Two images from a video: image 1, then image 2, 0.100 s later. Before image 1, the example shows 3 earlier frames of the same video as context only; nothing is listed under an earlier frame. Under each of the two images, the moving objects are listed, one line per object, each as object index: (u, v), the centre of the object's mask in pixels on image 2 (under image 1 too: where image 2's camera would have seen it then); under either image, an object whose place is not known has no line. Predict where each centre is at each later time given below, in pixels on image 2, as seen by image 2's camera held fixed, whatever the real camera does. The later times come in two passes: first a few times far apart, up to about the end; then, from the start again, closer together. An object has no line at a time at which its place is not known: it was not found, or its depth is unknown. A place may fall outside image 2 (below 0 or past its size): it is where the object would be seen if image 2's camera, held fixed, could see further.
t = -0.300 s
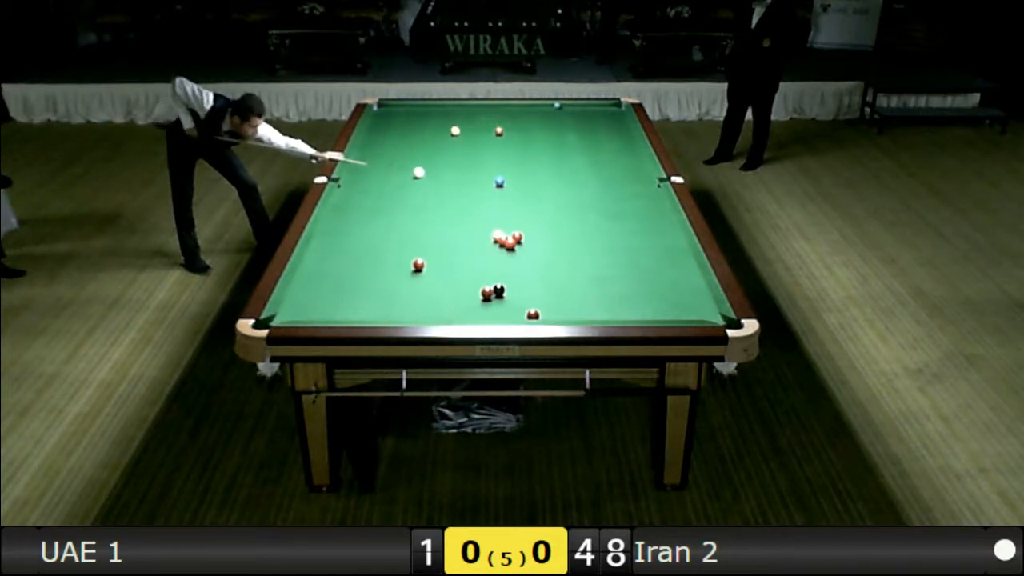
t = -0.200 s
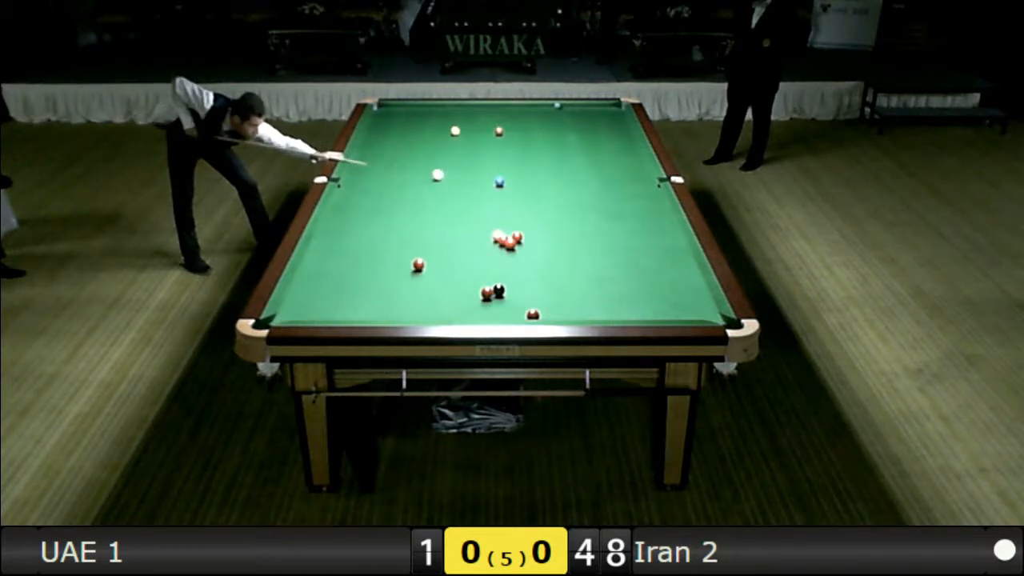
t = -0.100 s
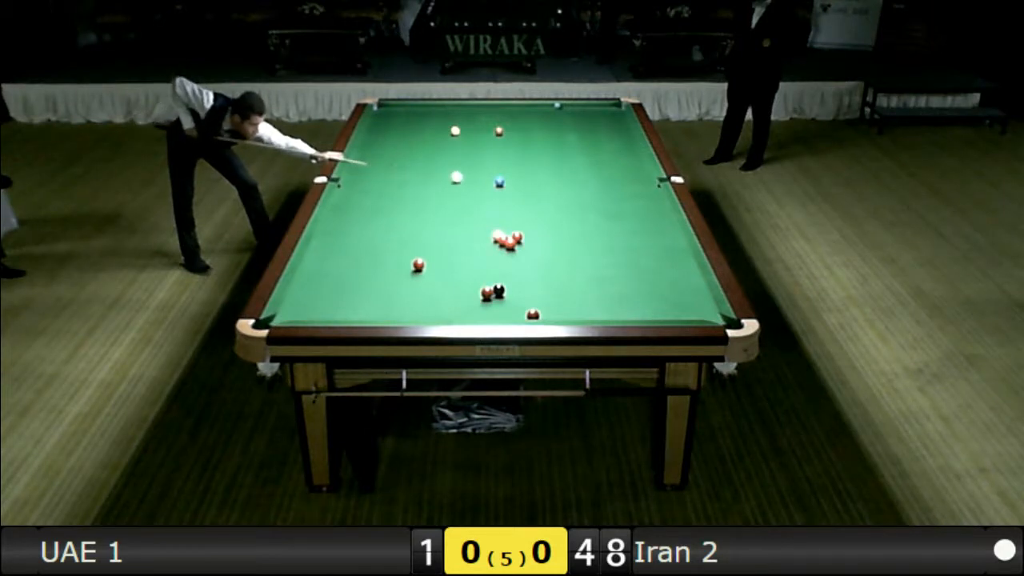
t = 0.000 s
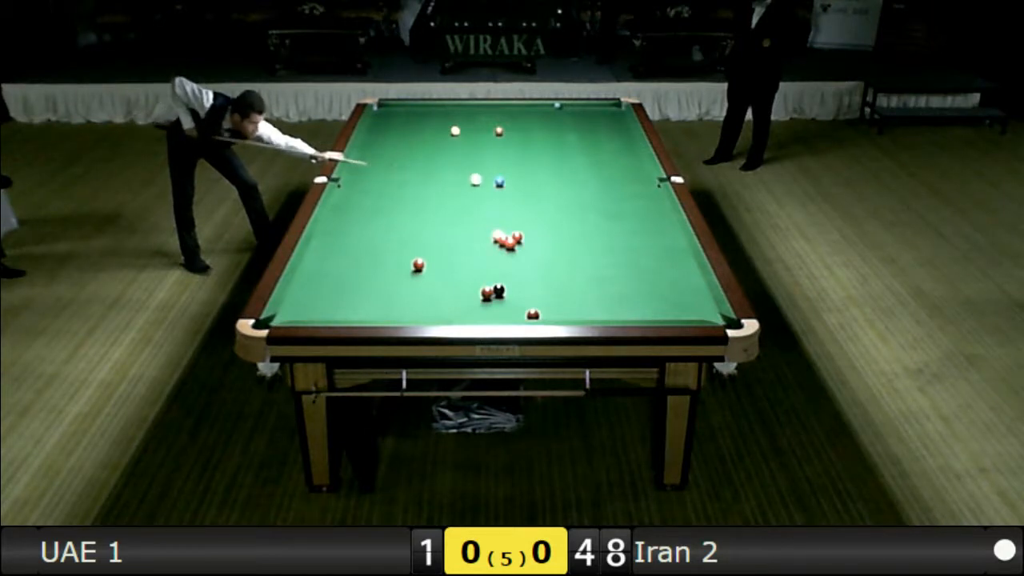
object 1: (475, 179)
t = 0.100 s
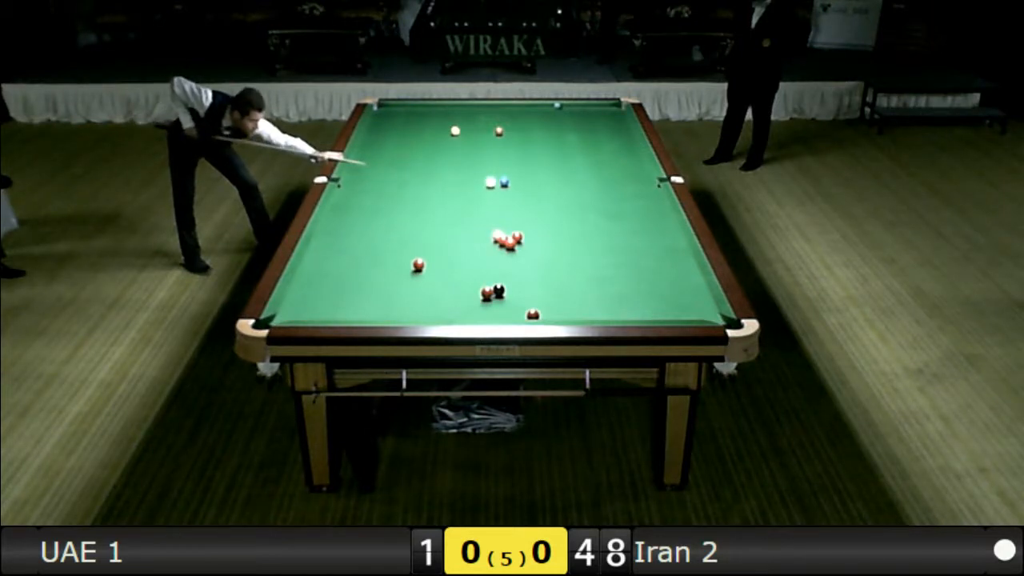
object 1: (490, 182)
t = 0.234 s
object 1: (495, 185)
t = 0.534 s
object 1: (510, 193)
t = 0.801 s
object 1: (524, 200)
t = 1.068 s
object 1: (537, 206)
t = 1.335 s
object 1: (550, 213)
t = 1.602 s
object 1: (563, 220)
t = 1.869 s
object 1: (575, 226)
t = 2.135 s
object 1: (587, 232)
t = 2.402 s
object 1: (599, 238)
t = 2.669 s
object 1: (610, 244)
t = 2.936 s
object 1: (621, 249)
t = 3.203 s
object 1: (631, 255)
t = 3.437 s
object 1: (639, 259)
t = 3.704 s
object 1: (648, 263)
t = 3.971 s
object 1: (656, 268)
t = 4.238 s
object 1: (663, 271)
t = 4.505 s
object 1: (670, 275)
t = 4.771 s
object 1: (676, 278)
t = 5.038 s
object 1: (681, 280)
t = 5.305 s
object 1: (685, 283)
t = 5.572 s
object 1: (688, 284)
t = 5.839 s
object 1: (690, 285)
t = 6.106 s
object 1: (692, 286)
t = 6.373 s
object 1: (693, 287)
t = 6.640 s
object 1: (693, 287)
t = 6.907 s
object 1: (693, 287)
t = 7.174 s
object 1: (693, 287)
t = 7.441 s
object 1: (694, 287)
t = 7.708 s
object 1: (694, 288)
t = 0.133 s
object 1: (491, 183)
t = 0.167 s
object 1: (492, 184)
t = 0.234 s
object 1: (495, 185)
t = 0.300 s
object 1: (499, 187)
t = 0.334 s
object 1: (500, 188)
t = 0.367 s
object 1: (502, 189)
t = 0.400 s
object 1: (504, 189)
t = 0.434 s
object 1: (505, 190)
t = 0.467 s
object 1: (507, 191)
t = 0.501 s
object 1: (509, 192)
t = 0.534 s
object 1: (510, 193)
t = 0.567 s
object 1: (512, 194)
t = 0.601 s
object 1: (513, 195)
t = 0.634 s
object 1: (515, 196)
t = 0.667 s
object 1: (517, 196)
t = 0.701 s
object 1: (519, 197)
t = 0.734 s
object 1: (520, 198)
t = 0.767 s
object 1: (522, 199)
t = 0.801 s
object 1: (524, 200)
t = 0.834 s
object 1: (526, 201)
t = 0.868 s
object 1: (527, 201)
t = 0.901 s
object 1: (529, 202)
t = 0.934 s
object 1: (531, 203)
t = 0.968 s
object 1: (532, 204)
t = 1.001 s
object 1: (534, 205)
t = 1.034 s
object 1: (535, 206)
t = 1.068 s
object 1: (537, 206)
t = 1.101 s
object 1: (539, 207)
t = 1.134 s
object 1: (540, 208)
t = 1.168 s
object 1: (542, 209)
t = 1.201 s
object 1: (544, 210)
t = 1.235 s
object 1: (545, 211)
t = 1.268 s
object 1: (547, 212)
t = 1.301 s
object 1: (548, 212)
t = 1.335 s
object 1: (550, 213)
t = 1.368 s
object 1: (552, 214)
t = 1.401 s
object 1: (553, 215)
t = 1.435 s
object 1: (555, 216)
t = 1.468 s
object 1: (557, 216)
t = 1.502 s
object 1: (558, 217)
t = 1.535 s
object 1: (560, 218)
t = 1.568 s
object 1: (561, 219)
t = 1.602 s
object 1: (563, 220)
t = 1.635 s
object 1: (565, 221)
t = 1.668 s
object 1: (566, 221)
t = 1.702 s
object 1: (568, 222)
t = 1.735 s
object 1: (569, 223)
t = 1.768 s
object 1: (571, 223)
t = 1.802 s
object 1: (572, 224)
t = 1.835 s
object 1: (574, 225)
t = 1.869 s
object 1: (575, 226)
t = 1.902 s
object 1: (577, 227)
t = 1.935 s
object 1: (578, 227)
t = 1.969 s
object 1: (580, 228)
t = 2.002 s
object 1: (581, 229)
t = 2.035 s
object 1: (583, 230)
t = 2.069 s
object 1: (585, 231)
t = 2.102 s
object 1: (586, 231)
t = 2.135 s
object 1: (587, 232)
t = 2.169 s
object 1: (589, 233)
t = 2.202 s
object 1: (590, 234)
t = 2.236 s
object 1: (592, 235)
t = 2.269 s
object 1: (593, 235)
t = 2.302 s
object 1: (595, 236)
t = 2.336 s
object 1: (596, 237)
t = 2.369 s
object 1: (597, 237)
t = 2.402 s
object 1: (599, 238)
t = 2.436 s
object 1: (601, 239)
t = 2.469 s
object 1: (602, 240)
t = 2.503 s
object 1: (603, 241)
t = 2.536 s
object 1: (605, 241)
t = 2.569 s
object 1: (606, 242)
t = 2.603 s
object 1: (608, 243)
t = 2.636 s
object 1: (609, 243)
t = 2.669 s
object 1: (610, 244)
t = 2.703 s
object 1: (612, 245)
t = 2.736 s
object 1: (613, 245)
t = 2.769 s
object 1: (614, 246)
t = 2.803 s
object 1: (616, 247)
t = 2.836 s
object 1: (617, 247)
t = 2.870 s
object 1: (618, 248)
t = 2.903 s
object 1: (619, 249)
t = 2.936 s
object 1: (621, 249)
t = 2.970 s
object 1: (622, 250)
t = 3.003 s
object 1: (623, 251)
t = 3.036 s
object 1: (625, 251)
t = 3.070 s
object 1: (626, 252)
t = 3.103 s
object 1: (627, 253)
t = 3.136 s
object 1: (629, 253)
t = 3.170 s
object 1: (630, 254)
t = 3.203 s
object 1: (631, 255)
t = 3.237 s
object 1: (632, 255)
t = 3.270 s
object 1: (633, 256)
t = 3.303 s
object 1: (634, 257)
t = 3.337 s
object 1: (635, 257)
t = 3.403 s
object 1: (638, 258)
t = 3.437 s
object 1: (639, 259)
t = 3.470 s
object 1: (640, 259)
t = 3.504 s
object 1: (641, 260)
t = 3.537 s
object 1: (642, 261)
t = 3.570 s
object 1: (643, 261)
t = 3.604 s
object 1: (645, 262)
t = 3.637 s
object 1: (646, 262)
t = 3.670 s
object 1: (647, 263)
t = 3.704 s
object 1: (648, 263)
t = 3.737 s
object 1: (649, 264)
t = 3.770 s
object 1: (650, 264)
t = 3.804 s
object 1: (651, 265)
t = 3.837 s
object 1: (652, 266)
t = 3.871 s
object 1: (653, 266)
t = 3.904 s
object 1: (654, 267)
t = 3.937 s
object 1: (655, 267)
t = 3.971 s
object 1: (656, 268)
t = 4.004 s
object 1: (657, 268)
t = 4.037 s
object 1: (658, 268)
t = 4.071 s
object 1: (659, 269)
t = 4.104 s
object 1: (660, 269)
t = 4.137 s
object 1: (661, 270)
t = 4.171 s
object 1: (662, 271)
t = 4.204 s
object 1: (662, 271)
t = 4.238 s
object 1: (663, 271)
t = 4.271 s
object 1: (664, 272)
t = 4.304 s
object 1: (665, 273)
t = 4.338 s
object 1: (666, 273)
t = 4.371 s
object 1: (667, 273)
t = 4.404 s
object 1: (668, 274)
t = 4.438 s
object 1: (668, 274)
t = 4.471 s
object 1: (669, 275)
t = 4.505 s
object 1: (670, 275)
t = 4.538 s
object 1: (671, 275)
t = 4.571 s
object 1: (671, 276)
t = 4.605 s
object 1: (672, 276)
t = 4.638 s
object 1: (673, 276)
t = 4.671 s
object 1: (674, 277)
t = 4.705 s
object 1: (674, 277)
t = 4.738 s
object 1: (675, 278)
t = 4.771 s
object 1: (676, 278)
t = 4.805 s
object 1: (677, 278)
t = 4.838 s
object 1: (677, 279)
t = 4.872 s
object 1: (678, 279)
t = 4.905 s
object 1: (678, 279)
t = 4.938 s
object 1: (679, 280)
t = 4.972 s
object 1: (680, 280)
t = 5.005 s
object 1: (680, 280)
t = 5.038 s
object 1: (681, 280)
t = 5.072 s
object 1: (681, 281)
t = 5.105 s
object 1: (682, 281)
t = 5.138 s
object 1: (682, 281)
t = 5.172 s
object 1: (683, 281)
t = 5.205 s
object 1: (683, 282)
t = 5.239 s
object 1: (684, 282)
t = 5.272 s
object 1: (684, 282)
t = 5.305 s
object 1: (685, 283)
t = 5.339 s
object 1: (685, 283)
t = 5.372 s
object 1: (686, 283)
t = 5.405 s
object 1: (686, 283)
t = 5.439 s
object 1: (686, 284)
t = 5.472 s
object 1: (687, 284)
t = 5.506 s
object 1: (687, 284)
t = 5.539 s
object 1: (687, 284)
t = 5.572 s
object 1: (688, 284)
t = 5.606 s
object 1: (688, 284)
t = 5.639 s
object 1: (689, 285)
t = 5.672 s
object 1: (689, 285)
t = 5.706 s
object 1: (689, 285)
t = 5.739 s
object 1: (689, 285)
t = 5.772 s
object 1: (690, 285)
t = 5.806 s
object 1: (690, 285)
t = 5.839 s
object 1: (690, 285)
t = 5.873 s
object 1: (690, 286)
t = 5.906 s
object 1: (691, 286)
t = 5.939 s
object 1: (691, 286)
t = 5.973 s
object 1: (691, 286)
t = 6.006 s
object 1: (691, 286)
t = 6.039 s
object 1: (691, 286)
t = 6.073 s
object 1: (692, 286)
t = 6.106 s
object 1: (692, 286)
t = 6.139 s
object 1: (692, 286)
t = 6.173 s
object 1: (692, 287)
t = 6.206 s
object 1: (692, 287)
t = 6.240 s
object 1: (692, 287)
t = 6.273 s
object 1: (692, 287)
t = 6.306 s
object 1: (693, 287)
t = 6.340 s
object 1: (693, 287)
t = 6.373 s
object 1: (693, 287)
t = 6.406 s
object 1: (693, 287)
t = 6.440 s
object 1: (693, 287)
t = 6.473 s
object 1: (693, 287)
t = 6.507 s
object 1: (693, 287)
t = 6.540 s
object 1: (693, 287)
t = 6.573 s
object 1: (693, 287)
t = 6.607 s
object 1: (693, 287)
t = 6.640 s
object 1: (693, 287)
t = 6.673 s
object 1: (693, 287)
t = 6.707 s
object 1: (693, 287)
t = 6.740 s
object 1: (693, 287)
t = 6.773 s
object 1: (693, 287)
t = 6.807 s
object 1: (693, 287)
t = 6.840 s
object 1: (693, 287)
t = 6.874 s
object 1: (693, 287)
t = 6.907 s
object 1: (693, 287)
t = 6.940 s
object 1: (693, 287)
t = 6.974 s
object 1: (693, 287)
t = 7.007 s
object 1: (693, 287)
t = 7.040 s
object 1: (693, 287)
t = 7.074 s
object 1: (693, 287)
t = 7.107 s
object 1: (693, 287)
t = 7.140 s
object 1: (693, 287)
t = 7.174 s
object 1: (693, 287)
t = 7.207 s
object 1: (693, 287)
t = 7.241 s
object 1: (693, 287)
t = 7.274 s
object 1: (693, 287)
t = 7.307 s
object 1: (693, 287)
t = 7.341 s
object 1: (693, 287)
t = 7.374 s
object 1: (694, 287)
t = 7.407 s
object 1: (693, 287)
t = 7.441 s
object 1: (694, 287)
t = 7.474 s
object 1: (694, 287)
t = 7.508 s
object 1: (694, 287)
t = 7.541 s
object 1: (693, 287)
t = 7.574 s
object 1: (694, 288)
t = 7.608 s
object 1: (693, 288)
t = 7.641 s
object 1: (694, 288)
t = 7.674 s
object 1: (694, 288)
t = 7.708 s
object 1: (694, 288)
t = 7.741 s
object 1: (694, 288)
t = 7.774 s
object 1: (694, 288)
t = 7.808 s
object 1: (694, 288)
